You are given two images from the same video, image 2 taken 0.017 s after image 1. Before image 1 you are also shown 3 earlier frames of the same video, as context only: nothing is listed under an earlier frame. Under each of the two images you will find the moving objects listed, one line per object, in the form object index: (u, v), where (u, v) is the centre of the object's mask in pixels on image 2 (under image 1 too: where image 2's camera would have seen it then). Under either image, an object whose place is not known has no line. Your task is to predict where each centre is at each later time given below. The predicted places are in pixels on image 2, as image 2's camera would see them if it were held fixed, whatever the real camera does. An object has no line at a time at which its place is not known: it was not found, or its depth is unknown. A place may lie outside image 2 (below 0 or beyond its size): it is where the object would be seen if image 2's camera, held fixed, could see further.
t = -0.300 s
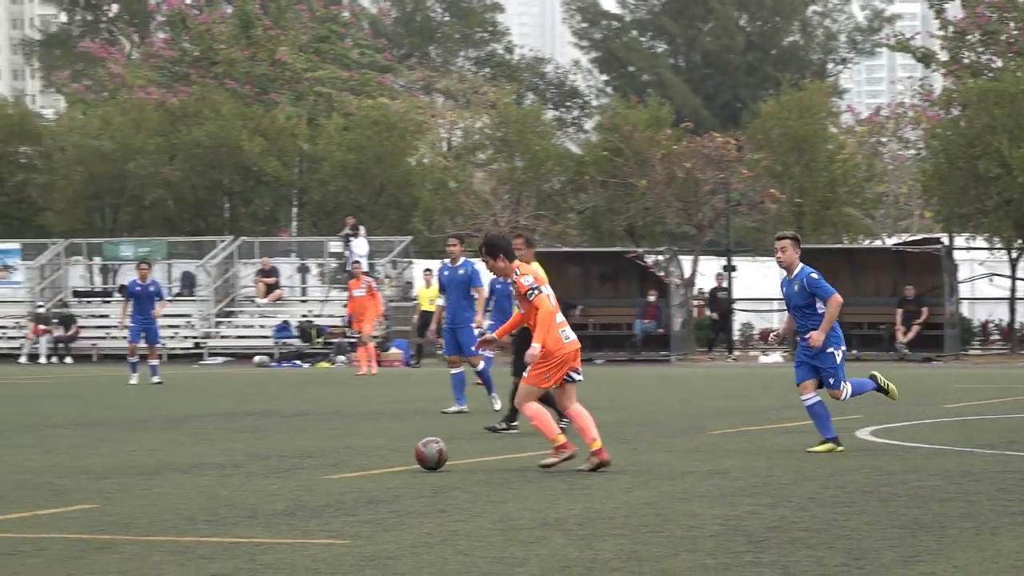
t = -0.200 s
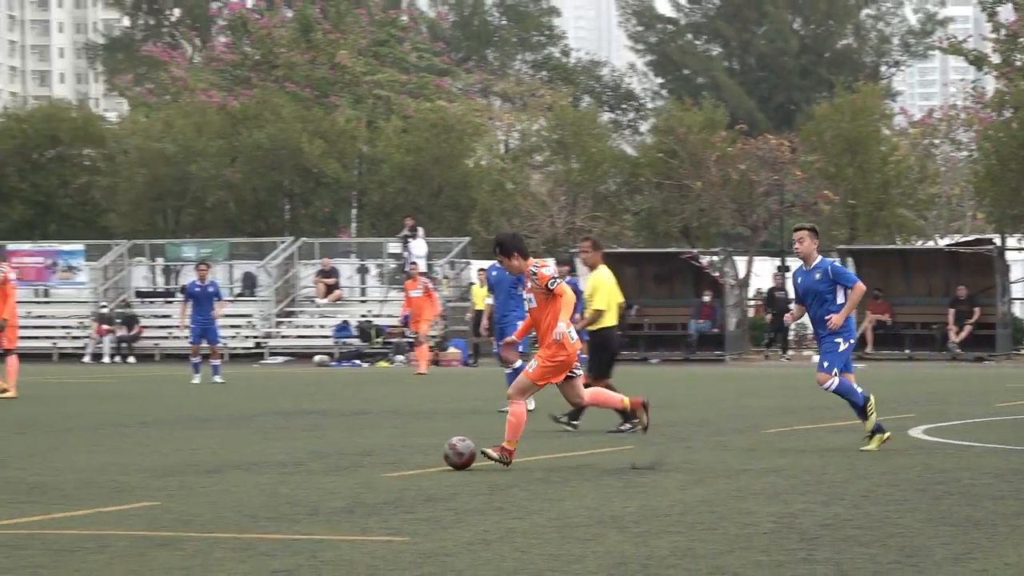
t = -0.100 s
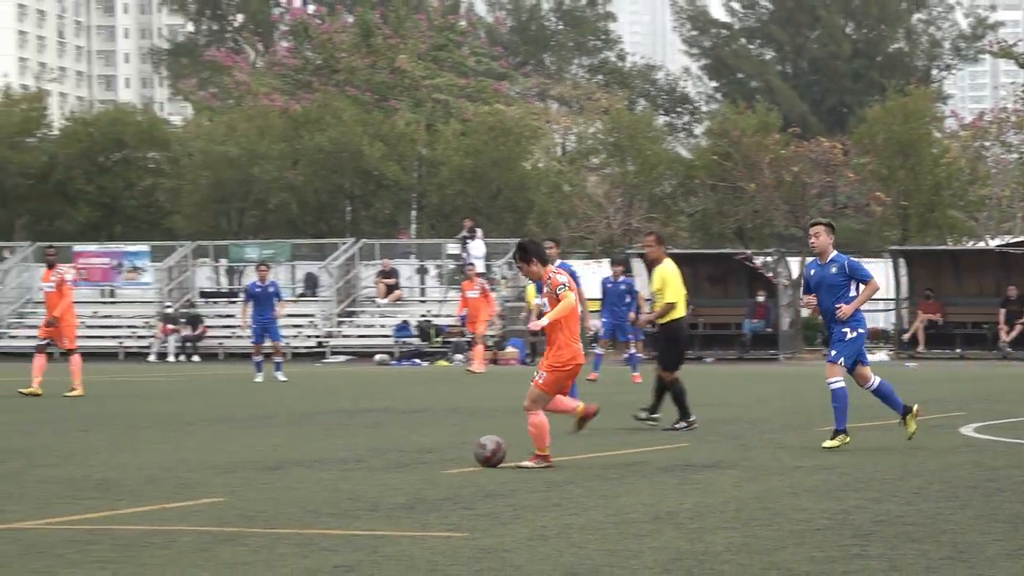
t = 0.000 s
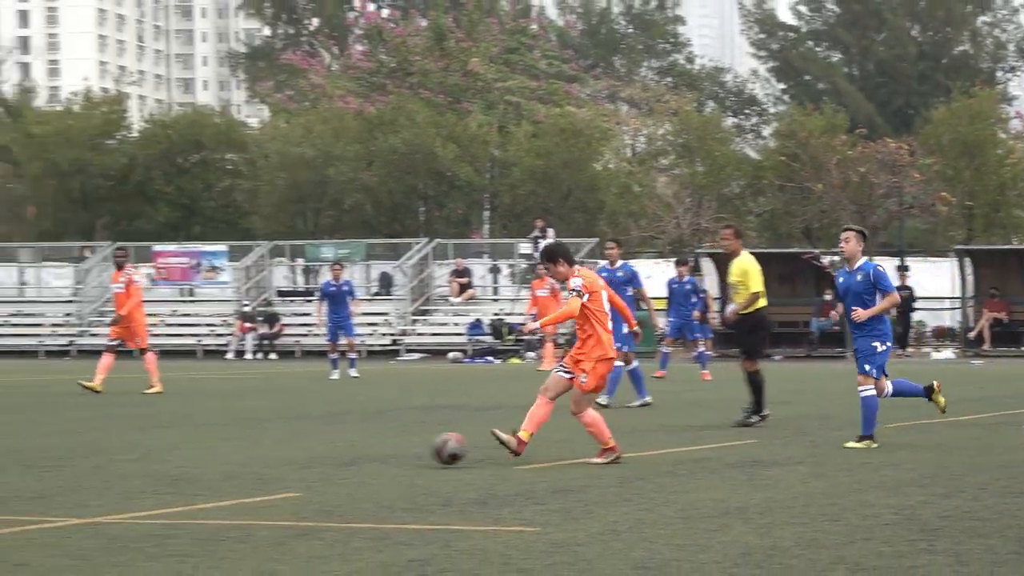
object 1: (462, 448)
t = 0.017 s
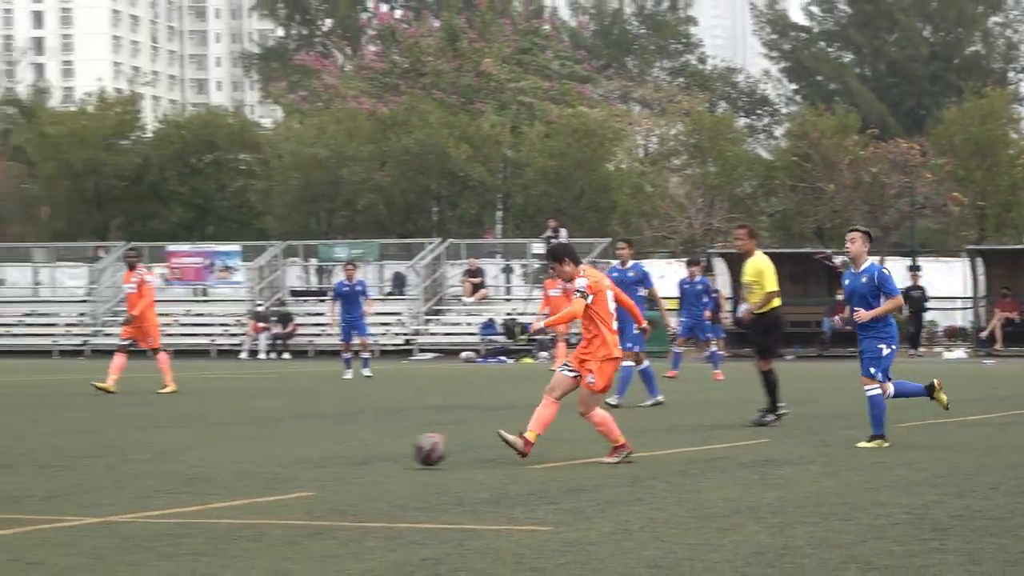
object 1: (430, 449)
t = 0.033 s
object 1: (396, 451)
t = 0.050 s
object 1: (363, 454)
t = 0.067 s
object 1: (331, 457)
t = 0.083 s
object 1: (298, 459)
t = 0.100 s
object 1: (264, 460)
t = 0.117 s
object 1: (232, 461)
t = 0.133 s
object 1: (197, 462)
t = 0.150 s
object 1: (161, 464)
